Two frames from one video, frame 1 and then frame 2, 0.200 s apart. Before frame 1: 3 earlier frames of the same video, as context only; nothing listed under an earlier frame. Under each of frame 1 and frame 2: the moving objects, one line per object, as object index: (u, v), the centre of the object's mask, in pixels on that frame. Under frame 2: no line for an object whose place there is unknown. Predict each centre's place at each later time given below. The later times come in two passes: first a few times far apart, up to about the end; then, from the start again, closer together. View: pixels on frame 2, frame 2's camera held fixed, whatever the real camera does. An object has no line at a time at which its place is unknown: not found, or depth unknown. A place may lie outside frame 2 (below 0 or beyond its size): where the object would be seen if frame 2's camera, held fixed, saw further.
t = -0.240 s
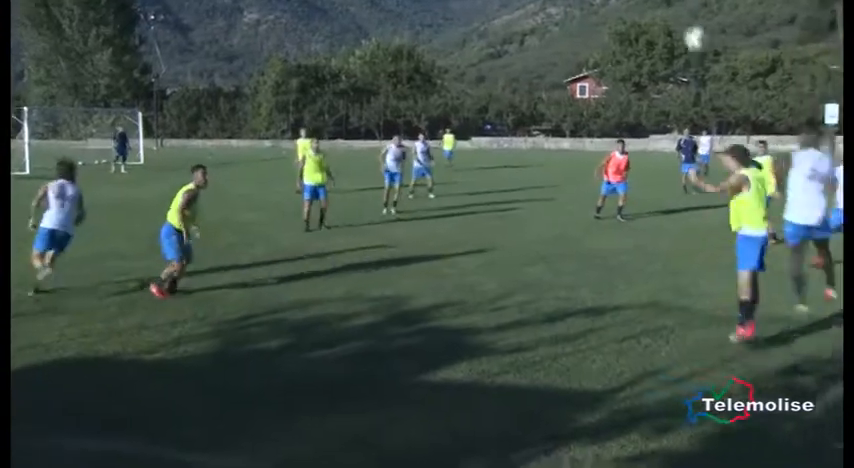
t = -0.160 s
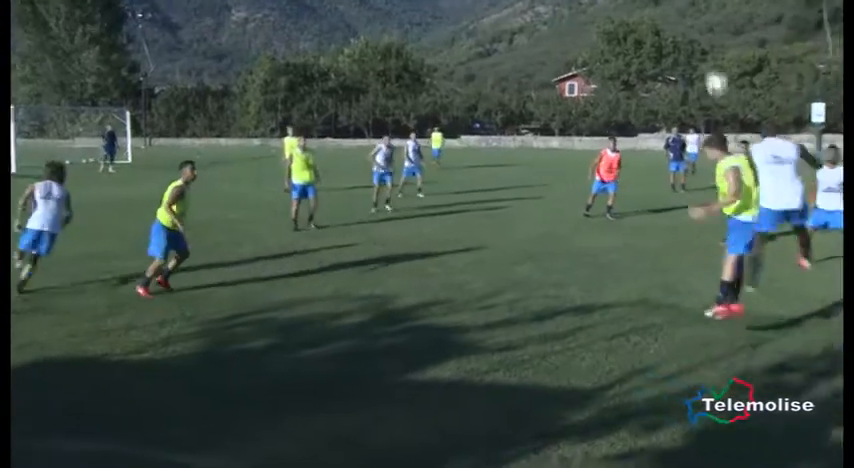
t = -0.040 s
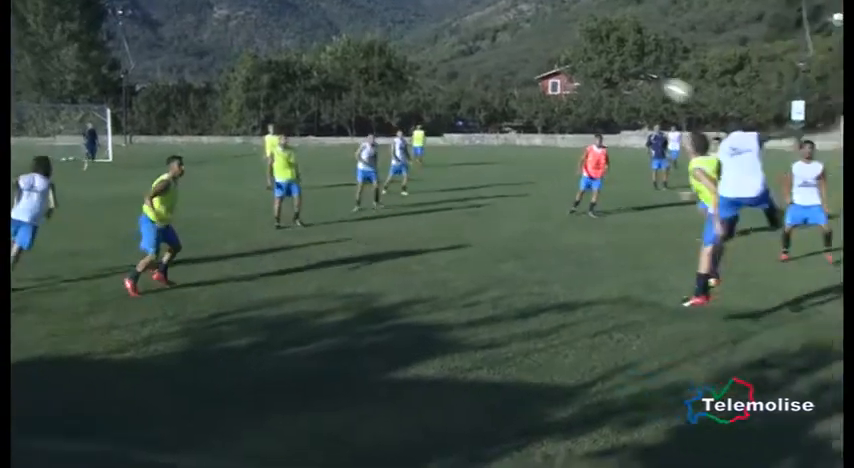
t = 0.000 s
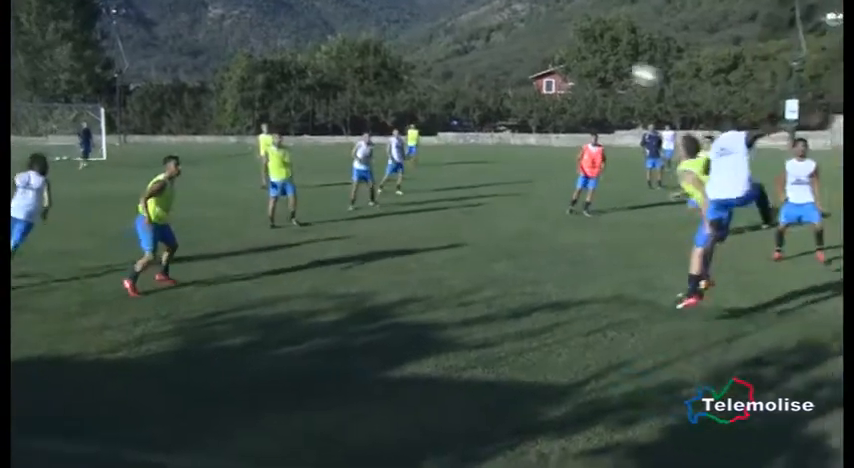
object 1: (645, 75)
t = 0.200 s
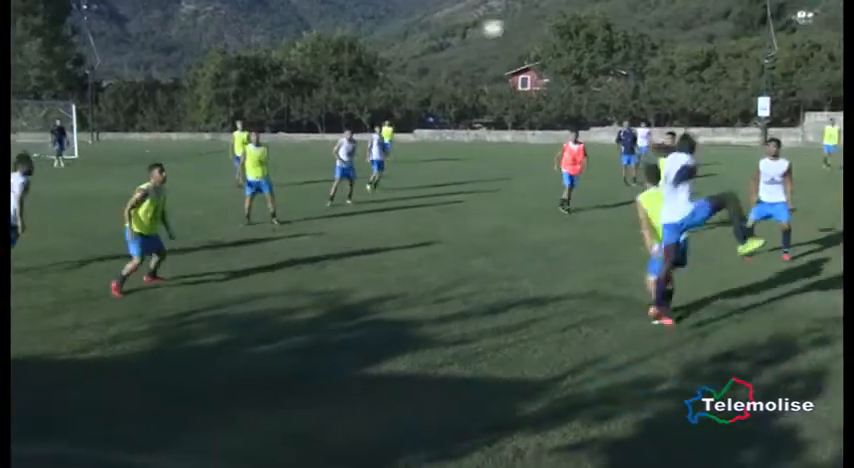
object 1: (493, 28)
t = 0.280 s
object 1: (445, 23)
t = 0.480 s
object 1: (336, 41)
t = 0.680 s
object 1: (240, 91)
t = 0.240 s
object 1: (468, 25)
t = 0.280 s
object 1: (445, 23)
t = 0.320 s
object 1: (422, 23)
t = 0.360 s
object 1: (400, 27)
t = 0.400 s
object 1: (378, 30)
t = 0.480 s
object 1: (336, 41)
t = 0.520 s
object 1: (316, 48)
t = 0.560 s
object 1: (296, 57)
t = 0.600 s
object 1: (277, 67)
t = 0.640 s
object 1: (258, 79)
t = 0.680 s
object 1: (240, 91)
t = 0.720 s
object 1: (222, 105)
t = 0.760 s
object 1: (205, 121)
